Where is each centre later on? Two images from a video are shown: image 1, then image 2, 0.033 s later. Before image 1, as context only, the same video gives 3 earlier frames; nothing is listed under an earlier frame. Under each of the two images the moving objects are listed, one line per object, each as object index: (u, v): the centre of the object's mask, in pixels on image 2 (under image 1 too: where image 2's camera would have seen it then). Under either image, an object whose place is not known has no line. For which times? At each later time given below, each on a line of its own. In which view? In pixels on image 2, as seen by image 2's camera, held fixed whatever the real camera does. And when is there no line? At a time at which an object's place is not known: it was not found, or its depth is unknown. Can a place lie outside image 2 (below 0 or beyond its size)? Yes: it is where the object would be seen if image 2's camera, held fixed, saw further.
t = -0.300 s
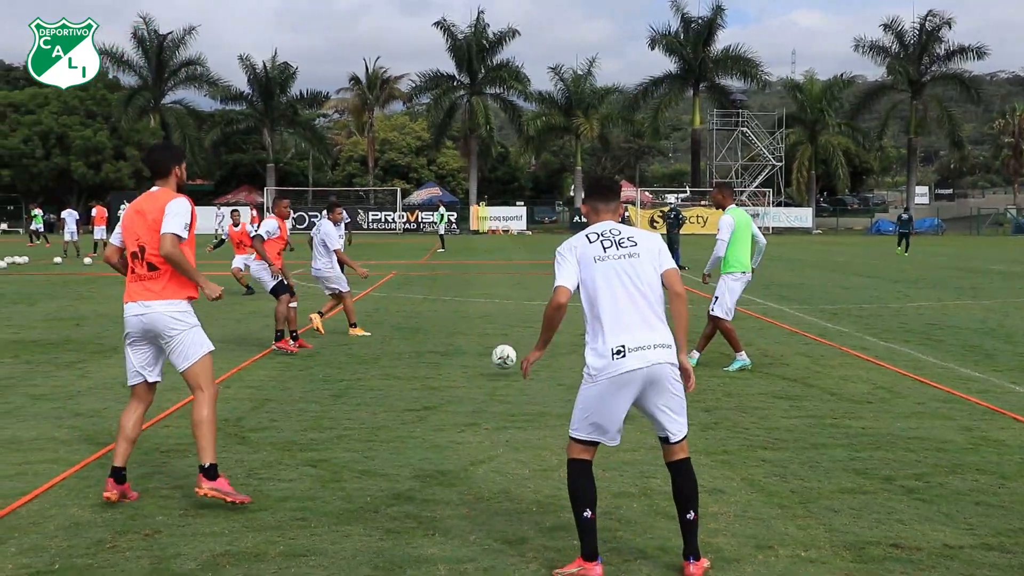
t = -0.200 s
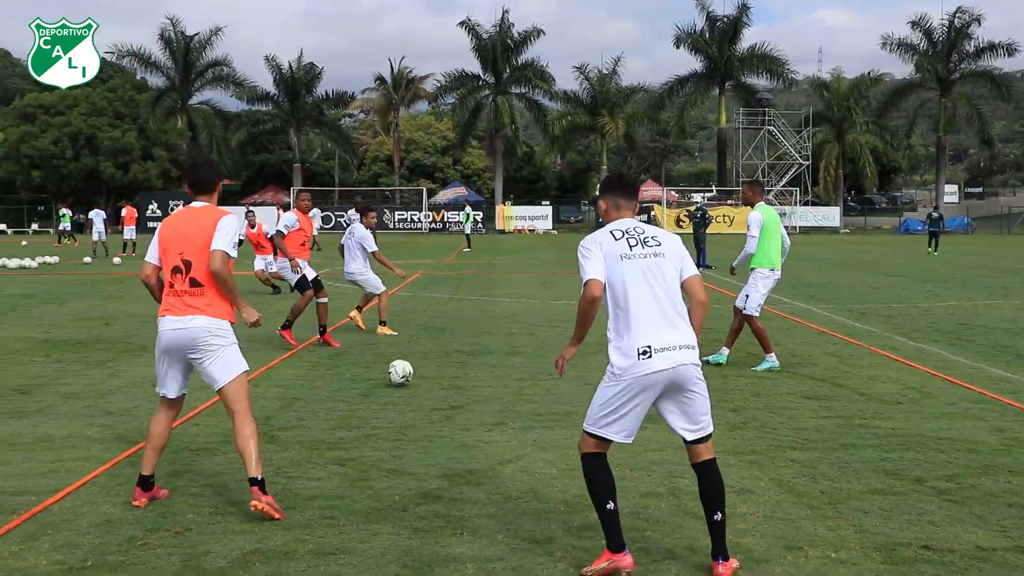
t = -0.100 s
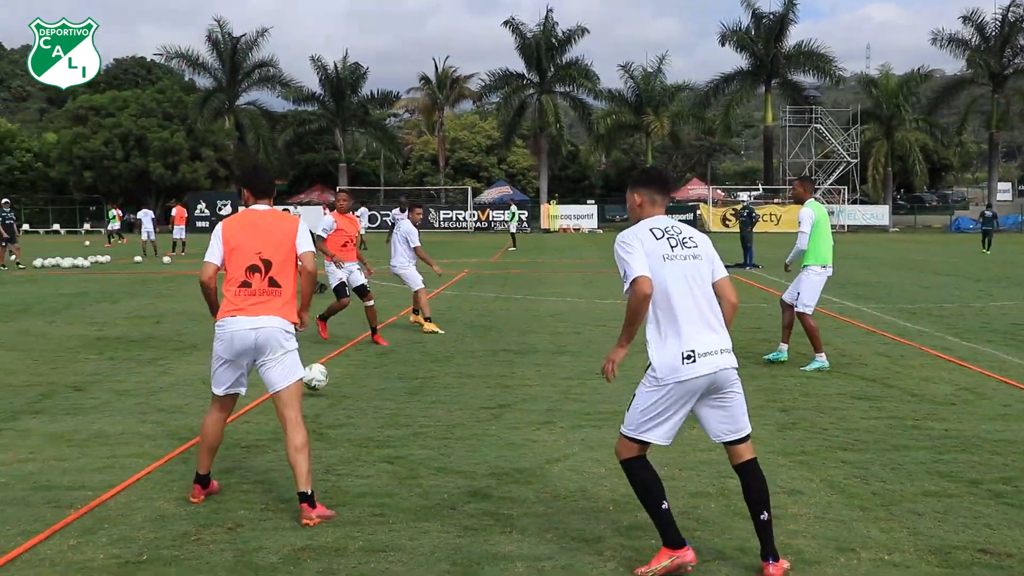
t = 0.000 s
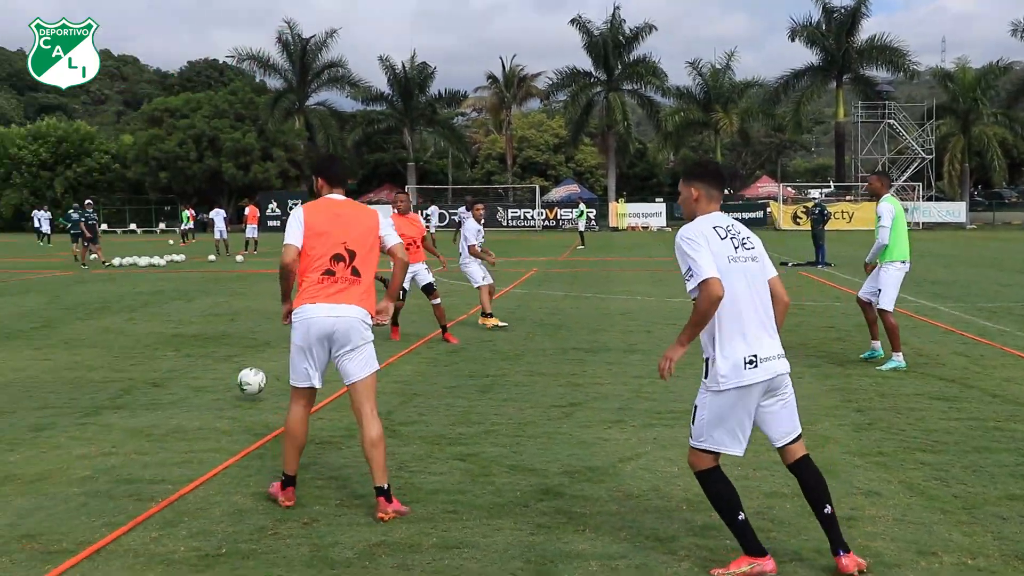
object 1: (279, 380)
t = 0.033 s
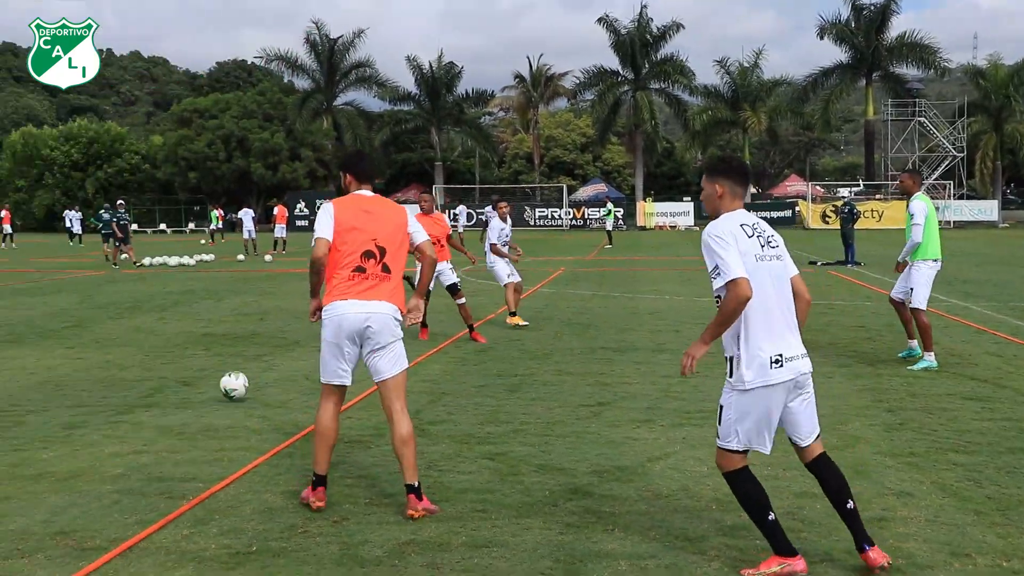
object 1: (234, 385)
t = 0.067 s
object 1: (188, 392)
